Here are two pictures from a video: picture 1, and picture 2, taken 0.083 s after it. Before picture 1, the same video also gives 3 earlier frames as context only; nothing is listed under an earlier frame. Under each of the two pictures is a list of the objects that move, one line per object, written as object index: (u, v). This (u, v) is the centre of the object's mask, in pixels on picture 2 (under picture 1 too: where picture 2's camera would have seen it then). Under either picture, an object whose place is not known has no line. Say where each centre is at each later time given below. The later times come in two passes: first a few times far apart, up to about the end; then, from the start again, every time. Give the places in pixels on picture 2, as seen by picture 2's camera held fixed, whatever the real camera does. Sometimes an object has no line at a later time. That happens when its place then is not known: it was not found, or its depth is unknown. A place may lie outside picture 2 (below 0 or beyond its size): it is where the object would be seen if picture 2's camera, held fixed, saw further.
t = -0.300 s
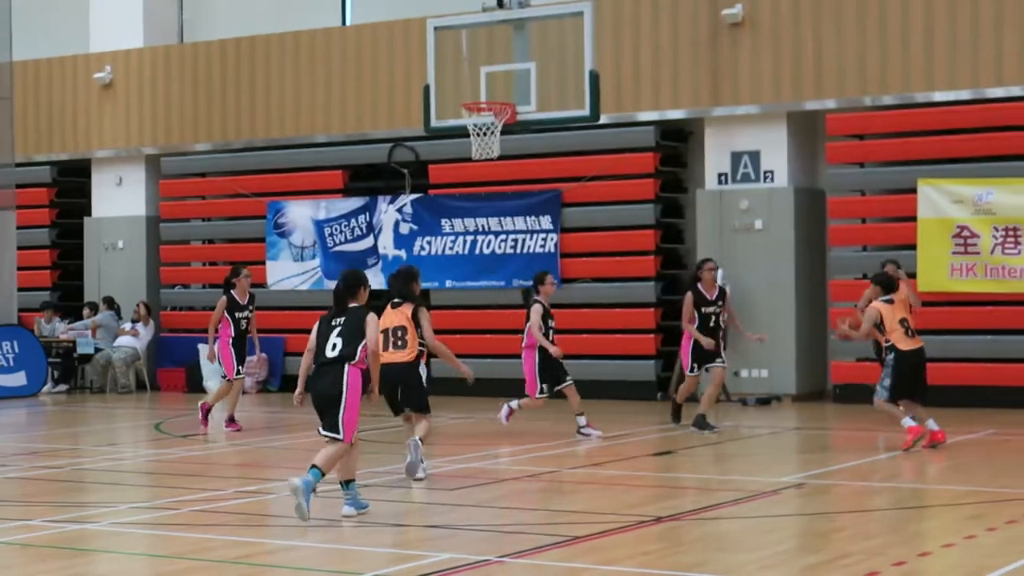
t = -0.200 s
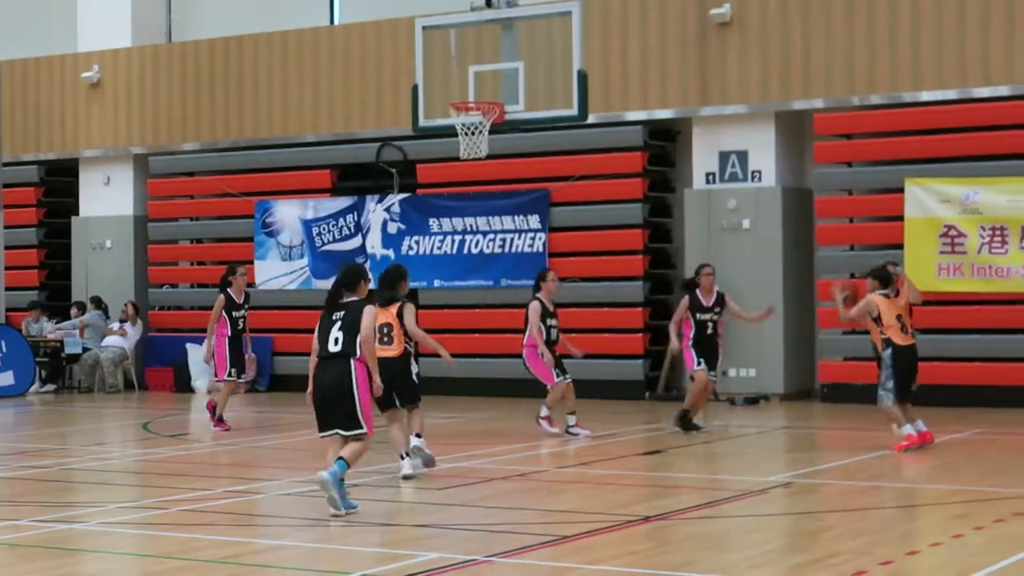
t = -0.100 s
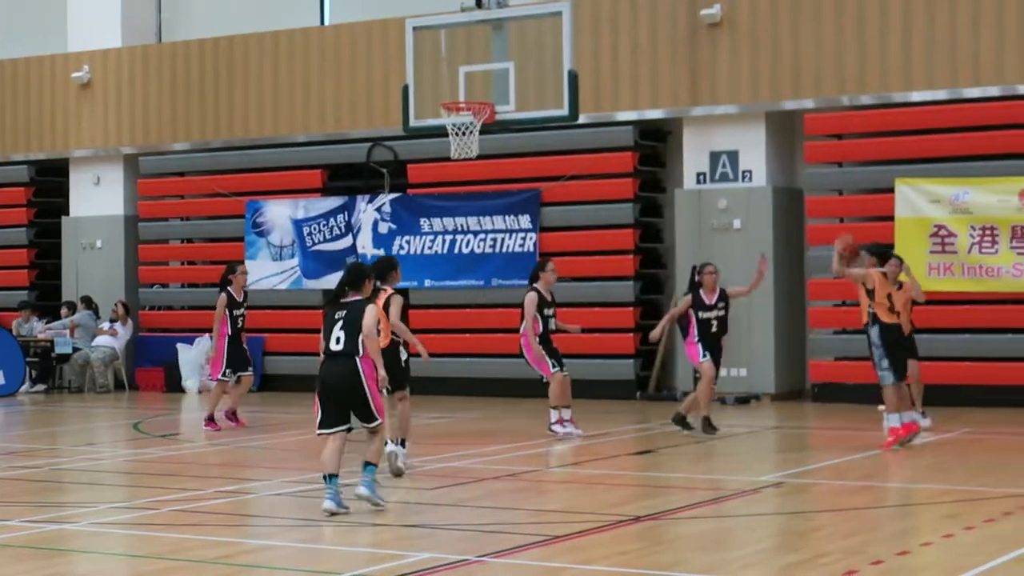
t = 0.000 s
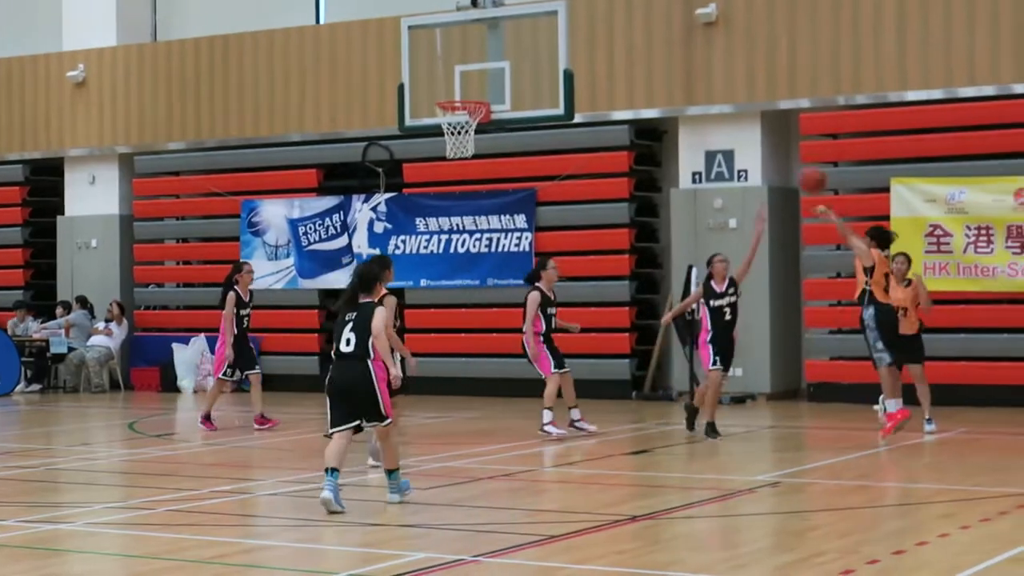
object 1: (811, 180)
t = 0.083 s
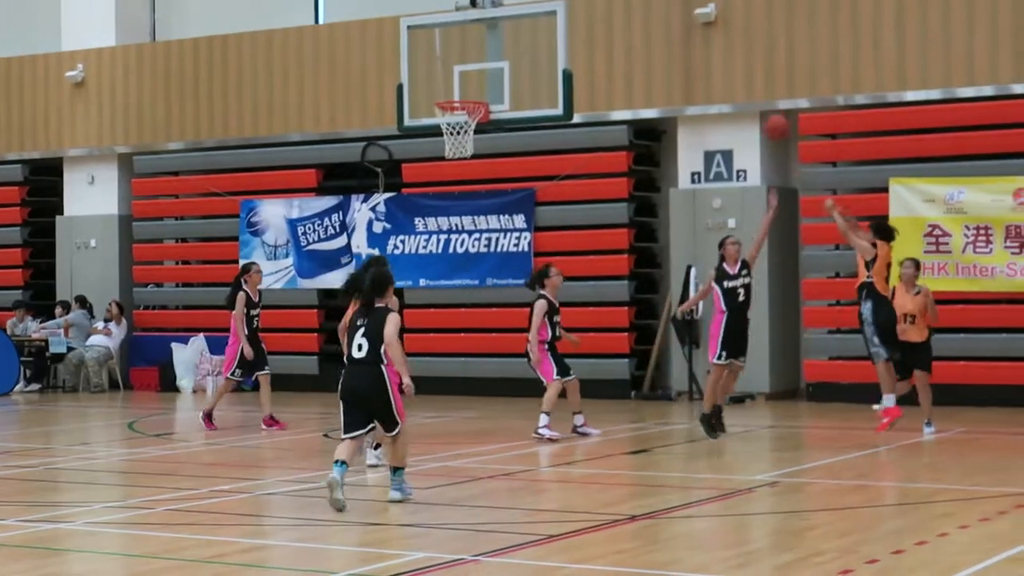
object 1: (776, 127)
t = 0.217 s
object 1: (723, 63)
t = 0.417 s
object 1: (646, 10)
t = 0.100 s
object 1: (769, 117)
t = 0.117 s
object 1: (761, 109)
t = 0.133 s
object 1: (755, 100)
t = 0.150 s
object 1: (749, 92)
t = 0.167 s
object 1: (742, 85)
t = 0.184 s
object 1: (736, 76)
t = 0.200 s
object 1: (729, 70)
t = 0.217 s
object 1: (723, 63)
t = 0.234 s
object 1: (716, 57)
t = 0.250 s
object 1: (710, 50)
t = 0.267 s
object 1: (703, 45)
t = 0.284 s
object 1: (696, 39)
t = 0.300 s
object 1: (690, 34)
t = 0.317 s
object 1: (683, 29)
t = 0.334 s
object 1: (677, 25)
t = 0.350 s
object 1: (671, 20)
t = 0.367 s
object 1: (665, 17)
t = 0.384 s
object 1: (659, 13)
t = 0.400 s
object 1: (653, 11)
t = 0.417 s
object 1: (646, 10)
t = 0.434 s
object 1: (640, 8)
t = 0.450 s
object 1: (634, 7)
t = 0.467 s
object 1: (628, 6)
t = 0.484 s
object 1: (623, 6)
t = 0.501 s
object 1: (616, 5)
